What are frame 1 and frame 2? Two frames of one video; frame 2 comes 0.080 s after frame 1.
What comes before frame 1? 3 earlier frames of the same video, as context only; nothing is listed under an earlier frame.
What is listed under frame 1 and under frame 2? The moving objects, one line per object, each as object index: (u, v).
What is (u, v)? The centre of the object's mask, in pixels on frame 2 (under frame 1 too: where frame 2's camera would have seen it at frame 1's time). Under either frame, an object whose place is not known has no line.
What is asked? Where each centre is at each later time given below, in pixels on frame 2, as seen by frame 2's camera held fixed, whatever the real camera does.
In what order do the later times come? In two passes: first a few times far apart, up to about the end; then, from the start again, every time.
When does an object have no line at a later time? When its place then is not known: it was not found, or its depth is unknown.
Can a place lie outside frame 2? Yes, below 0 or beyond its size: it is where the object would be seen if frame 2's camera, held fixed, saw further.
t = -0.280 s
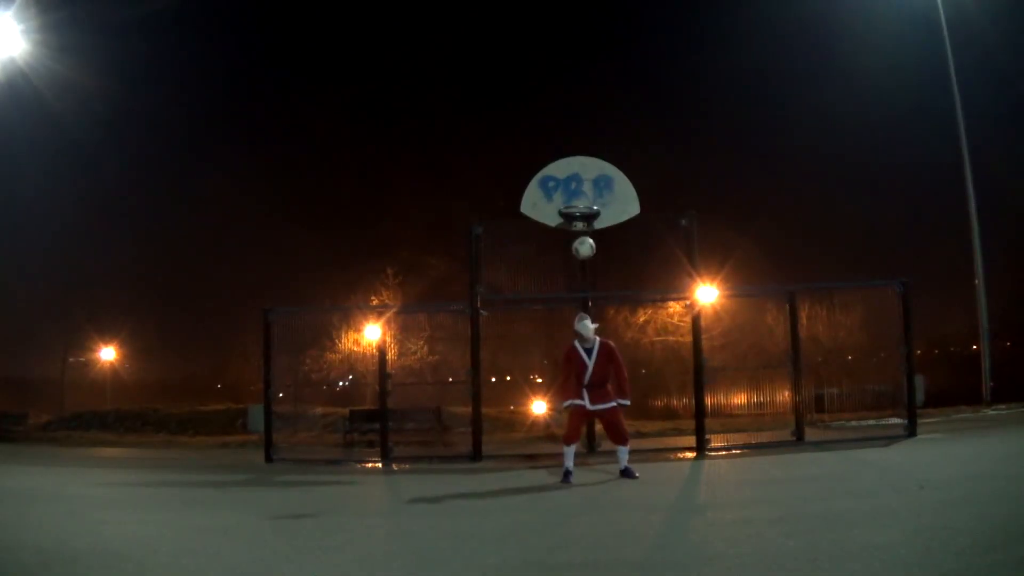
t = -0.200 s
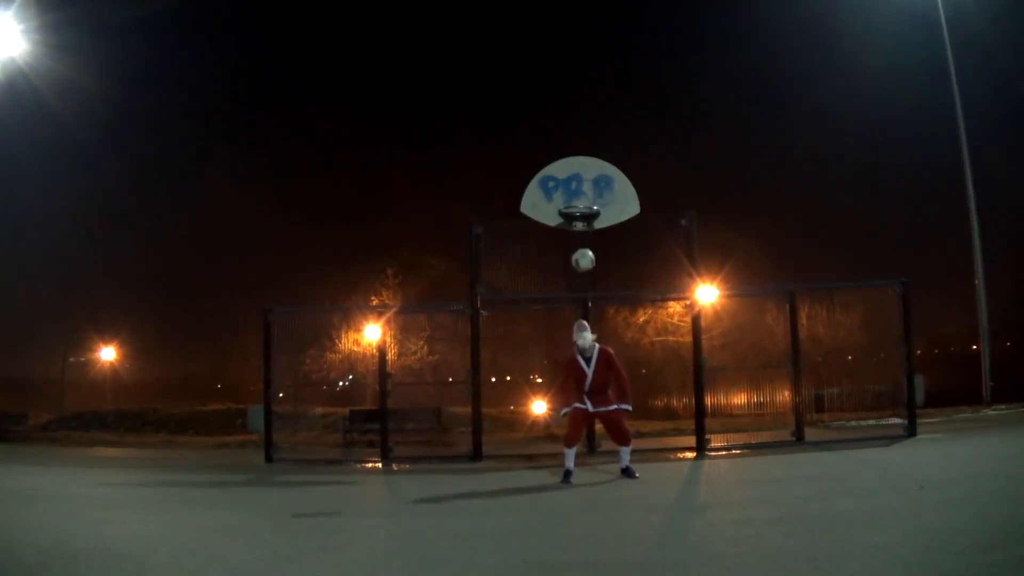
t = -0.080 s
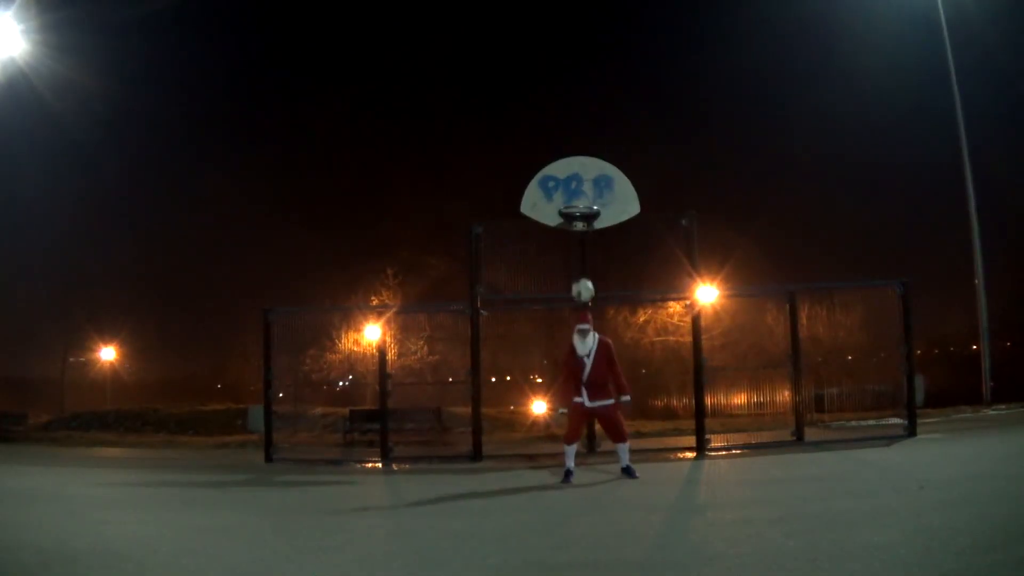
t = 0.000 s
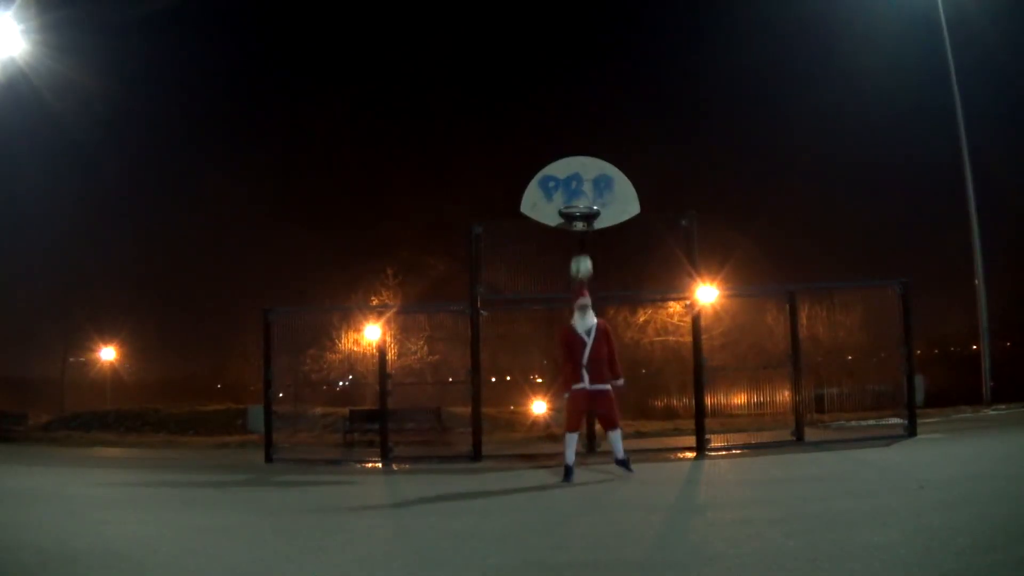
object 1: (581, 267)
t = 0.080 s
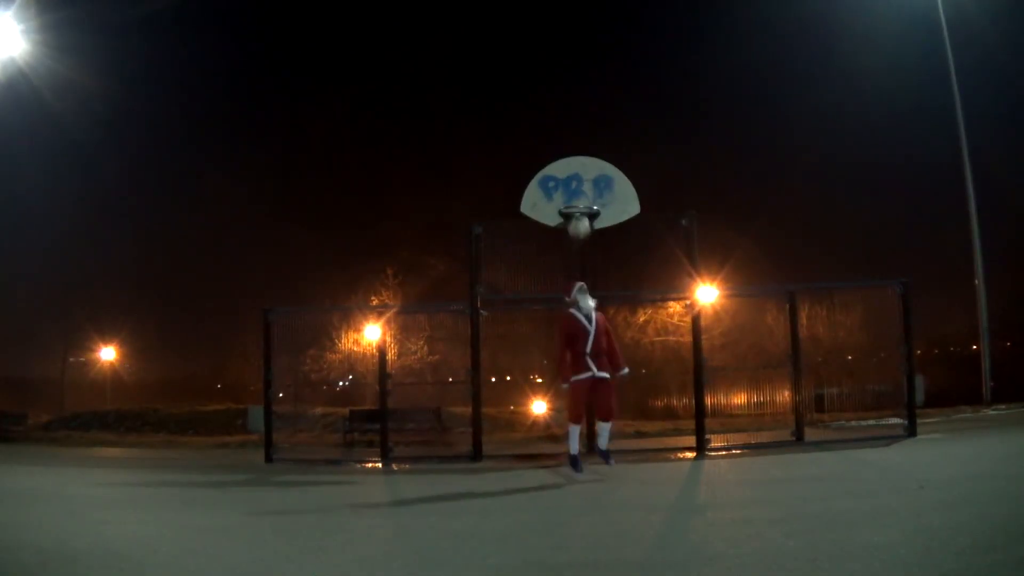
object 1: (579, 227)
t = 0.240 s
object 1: (581, 173)
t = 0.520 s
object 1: (576, 139)
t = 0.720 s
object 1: (577, 155)
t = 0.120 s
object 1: (581, 207)
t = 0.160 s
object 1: (579, 196)
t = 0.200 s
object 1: (578, 182)
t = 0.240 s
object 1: (581, 173)
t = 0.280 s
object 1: (577, 162)
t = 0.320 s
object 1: (576, 154)
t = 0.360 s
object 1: (576, 148)
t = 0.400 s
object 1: (576, 144)
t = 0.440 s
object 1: (576, 141)
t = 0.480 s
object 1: (575, 139)
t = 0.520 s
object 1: (576, 139)
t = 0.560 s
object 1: (576, 140)
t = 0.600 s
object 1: (576, 142)
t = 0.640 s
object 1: (576, 145)
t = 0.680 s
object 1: (576, 149)
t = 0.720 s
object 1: (577, 155)
